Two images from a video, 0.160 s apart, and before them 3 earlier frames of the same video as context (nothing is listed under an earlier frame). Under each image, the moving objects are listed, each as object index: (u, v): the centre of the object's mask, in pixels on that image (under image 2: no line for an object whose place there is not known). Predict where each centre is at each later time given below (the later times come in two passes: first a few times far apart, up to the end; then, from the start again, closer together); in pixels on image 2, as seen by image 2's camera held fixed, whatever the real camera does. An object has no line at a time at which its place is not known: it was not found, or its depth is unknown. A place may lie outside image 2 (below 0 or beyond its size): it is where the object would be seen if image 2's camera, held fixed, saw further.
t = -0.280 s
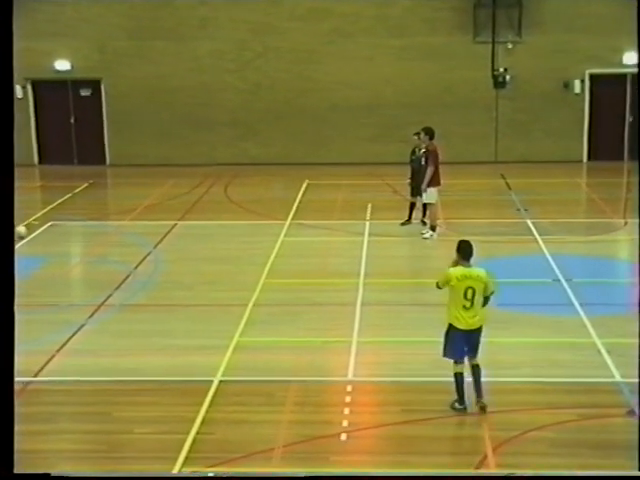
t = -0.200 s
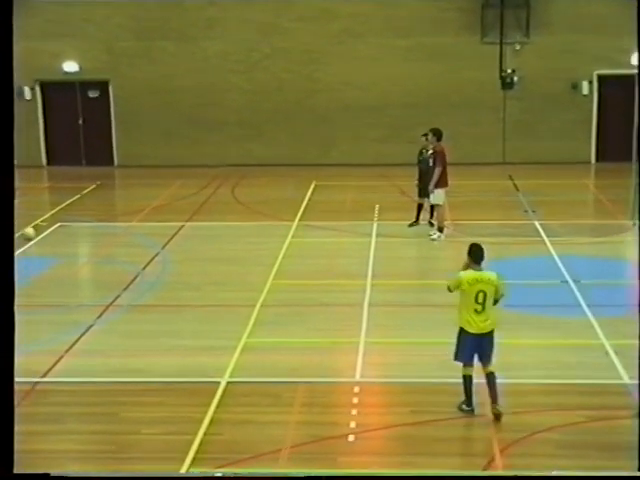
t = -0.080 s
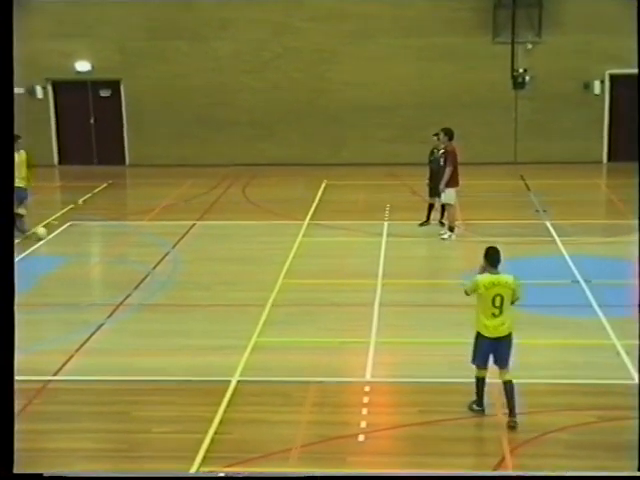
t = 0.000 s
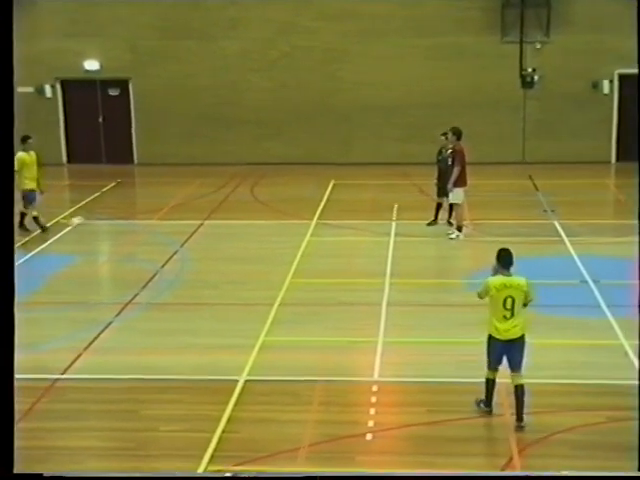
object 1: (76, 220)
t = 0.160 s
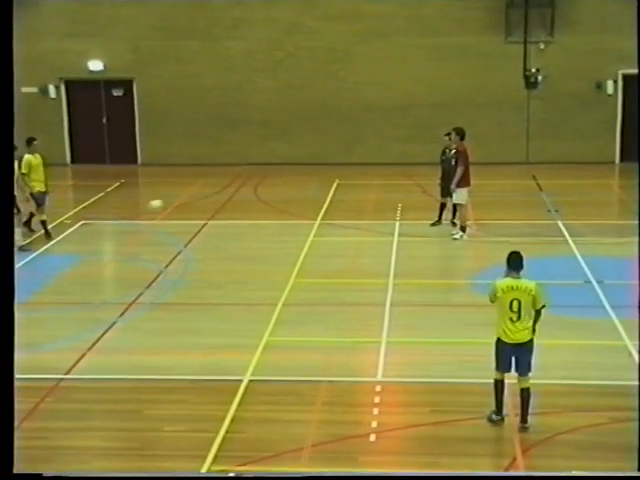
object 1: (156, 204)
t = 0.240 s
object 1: (194, 201)
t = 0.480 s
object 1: (310, 215)
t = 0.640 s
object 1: (388, 242)
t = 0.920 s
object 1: (492, 249)
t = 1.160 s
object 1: (575, 266)
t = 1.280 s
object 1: (617, 267)
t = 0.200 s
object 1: (174, 202)
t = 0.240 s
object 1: (194, 201)
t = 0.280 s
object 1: (212, 201)
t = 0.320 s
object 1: (232, 201)
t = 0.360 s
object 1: (252, 203)
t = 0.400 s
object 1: (271, 206)
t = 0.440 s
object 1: (292, 210)
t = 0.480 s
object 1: (310, 215)
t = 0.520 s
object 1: (330, 219)
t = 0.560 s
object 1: (350, 226)
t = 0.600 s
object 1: (370, 235)
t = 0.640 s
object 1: (388, 242)
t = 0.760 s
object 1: (437, 247)
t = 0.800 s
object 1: (450, 245)
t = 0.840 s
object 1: (464, 245)
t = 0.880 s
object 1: (478, 247)
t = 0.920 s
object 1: (492, 249)
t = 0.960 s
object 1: (506, 253)
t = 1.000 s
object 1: (520, 260)
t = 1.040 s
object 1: (533, 263)
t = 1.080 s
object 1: (547, 263)
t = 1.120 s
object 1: (561, 264)
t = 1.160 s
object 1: (575, 266)
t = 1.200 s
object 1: (589, 267)
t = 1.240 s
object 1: (603, 267)
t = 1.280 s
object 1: (617, 267)
